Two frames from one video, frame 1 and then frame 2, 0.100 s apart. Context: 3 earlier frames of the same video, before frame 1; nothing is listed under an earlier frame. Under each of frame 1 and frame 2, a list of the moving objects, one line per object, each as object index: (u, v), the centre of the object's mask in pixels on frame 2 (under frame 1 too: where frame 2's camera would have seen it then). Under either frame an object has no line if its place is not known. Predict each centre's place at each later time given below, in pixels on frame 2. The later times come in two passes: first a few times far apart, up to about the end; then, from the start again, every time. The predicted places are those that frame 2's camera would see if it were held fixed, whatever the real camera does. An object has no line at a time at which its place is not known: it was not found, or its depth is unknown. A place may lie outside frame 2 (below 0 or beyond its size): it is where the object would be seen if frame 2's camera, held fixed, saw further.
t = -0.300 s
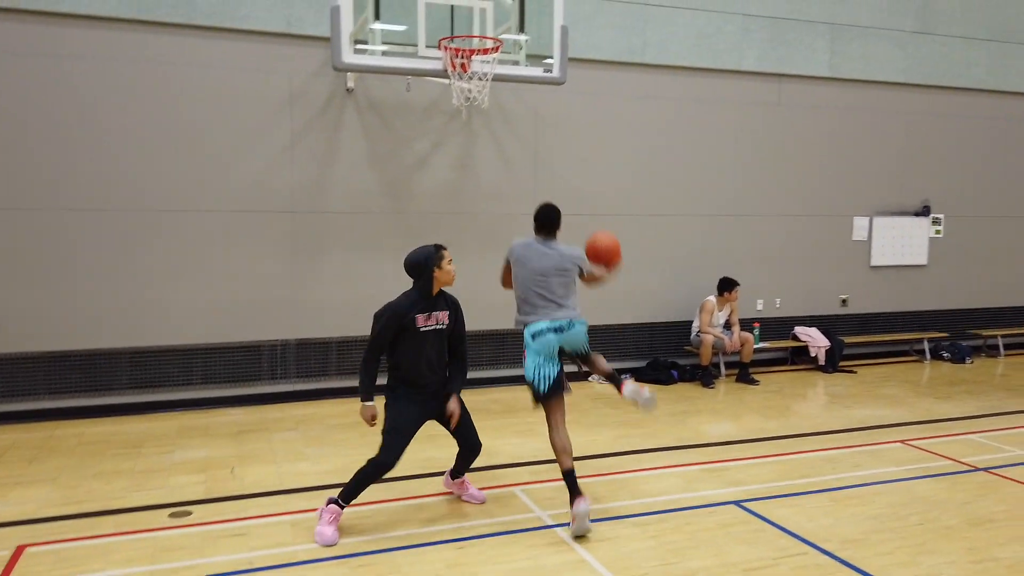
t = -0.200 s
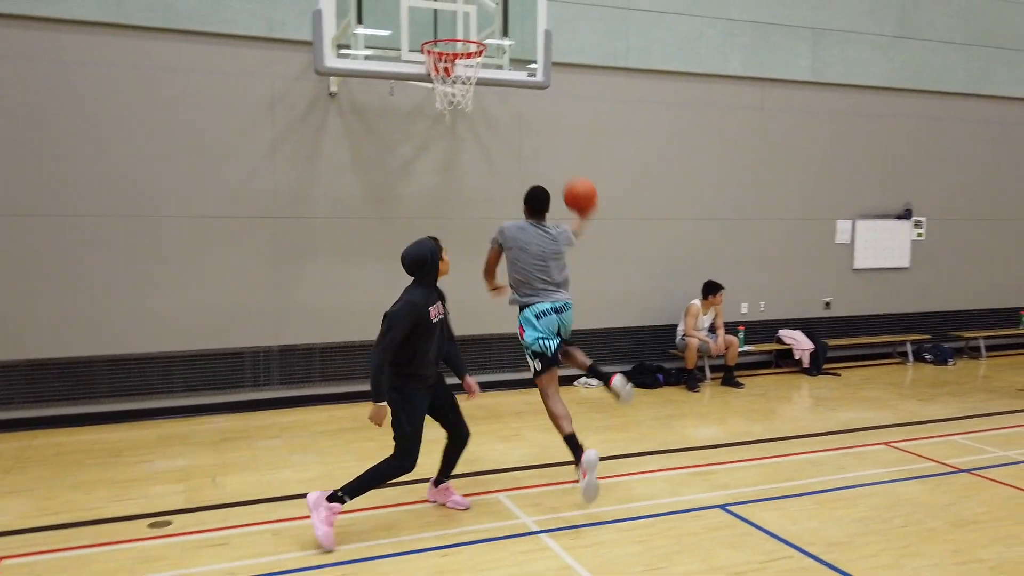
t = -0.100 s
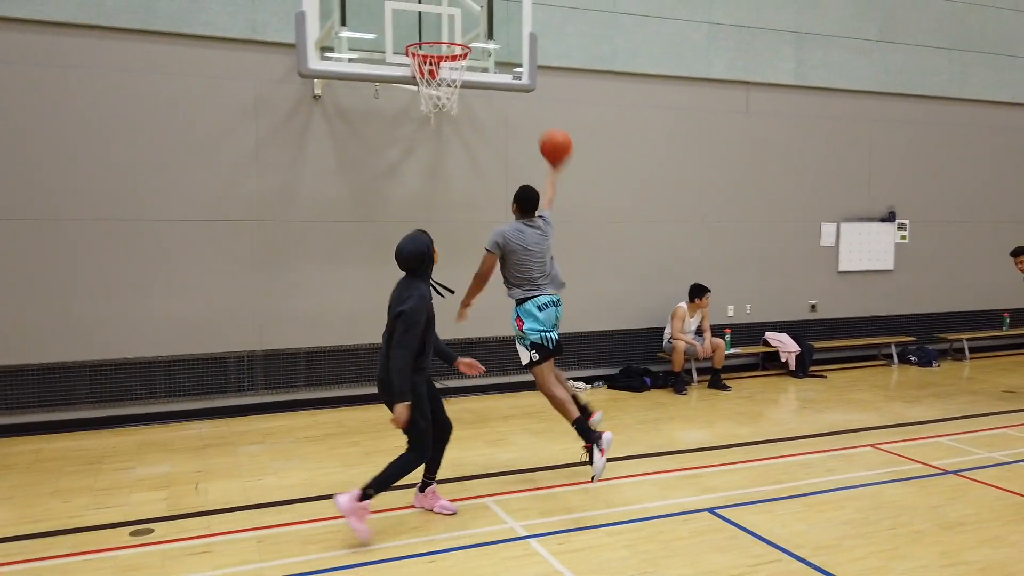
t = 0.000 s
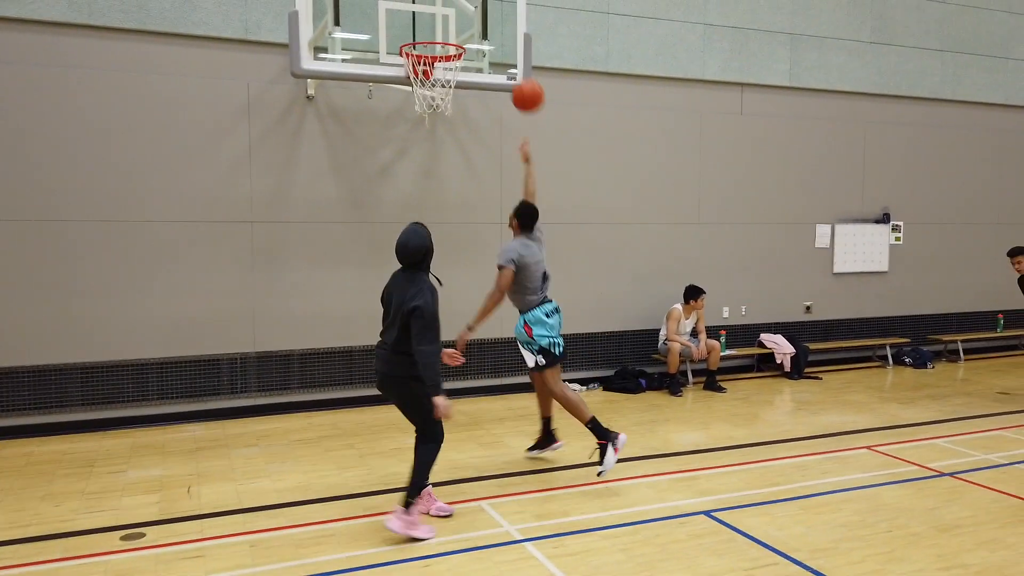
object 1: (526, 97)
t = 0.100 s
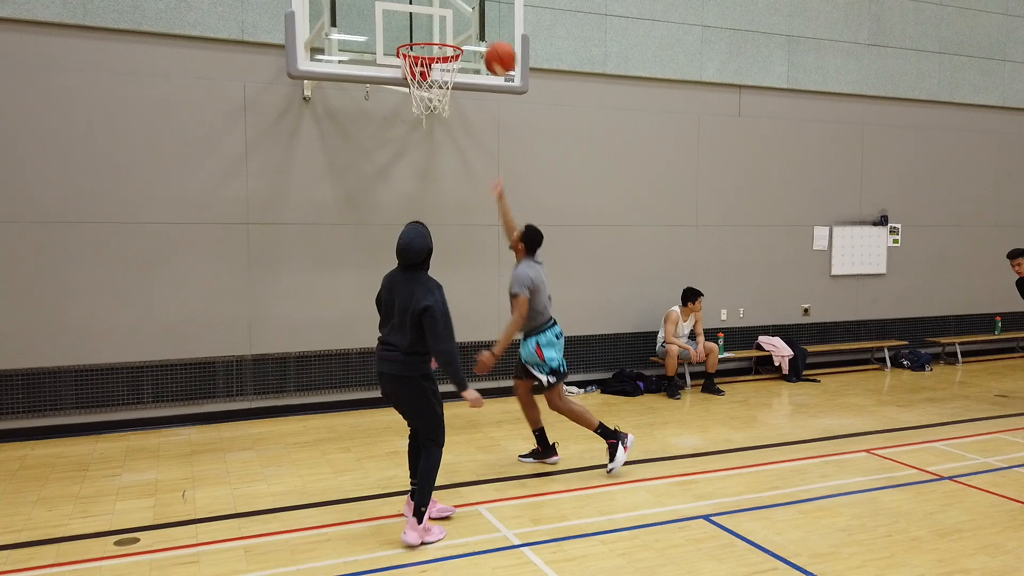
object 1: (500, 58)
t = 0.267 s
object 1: (458, 24)
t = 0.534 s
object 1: (399, 37)
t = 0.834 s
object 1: (388, 31)
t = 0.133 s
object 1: (492, 48)
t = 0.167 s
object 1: (483, 40)
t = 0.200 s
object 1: (475, 33)
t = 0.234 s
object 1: (467, 28)
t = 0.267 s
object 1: (458, 24)
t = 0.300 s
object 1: (450, 22)
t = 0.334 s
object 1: (442, 21)
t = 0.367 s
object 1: (434, 22)
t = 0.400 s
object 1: (425, 24)
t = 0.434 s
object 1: (417, 28)
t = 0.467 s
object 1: (409, 33)
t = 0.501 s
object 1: (402, 38)
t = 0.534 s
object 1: (399, 37)
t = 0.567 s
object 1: (398, 34)
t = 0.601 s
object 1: (396, 35)
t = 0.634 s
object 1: (396, 34)
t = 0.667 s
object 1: (395, 33)
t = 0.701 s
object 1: (394, 32)
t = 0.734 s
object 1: (393, 31)
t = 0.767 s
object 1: (392, 31)
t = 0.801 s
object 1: (390, 31)
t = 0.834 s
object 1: (388, 31)
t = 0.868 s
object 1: (386, 31)
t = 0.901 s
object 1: (383, 33)
